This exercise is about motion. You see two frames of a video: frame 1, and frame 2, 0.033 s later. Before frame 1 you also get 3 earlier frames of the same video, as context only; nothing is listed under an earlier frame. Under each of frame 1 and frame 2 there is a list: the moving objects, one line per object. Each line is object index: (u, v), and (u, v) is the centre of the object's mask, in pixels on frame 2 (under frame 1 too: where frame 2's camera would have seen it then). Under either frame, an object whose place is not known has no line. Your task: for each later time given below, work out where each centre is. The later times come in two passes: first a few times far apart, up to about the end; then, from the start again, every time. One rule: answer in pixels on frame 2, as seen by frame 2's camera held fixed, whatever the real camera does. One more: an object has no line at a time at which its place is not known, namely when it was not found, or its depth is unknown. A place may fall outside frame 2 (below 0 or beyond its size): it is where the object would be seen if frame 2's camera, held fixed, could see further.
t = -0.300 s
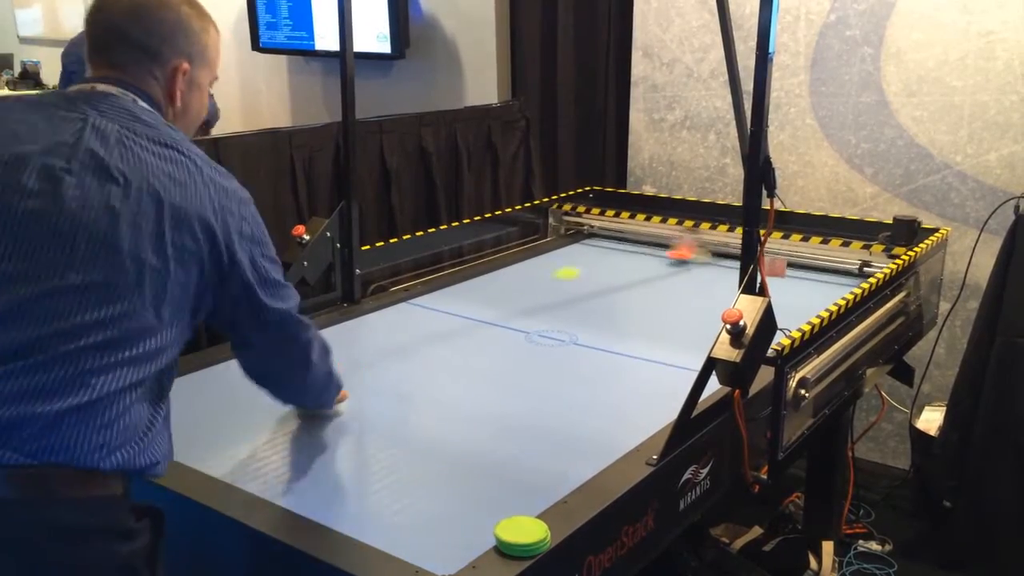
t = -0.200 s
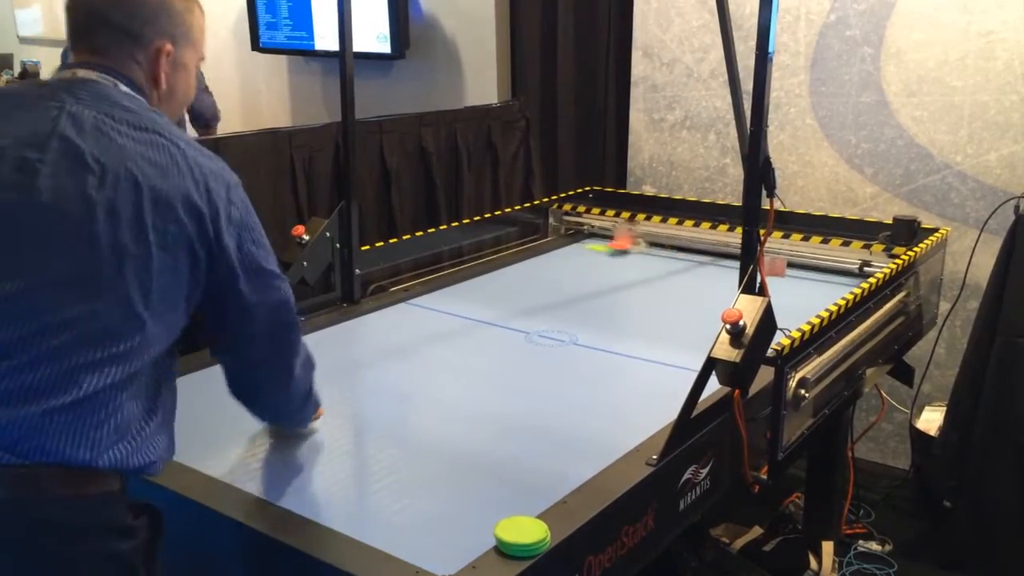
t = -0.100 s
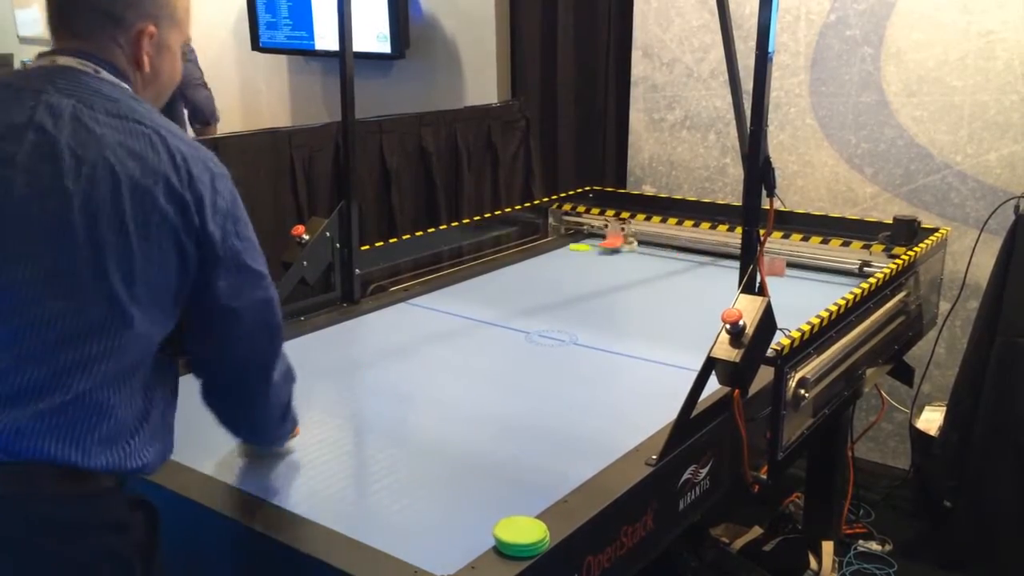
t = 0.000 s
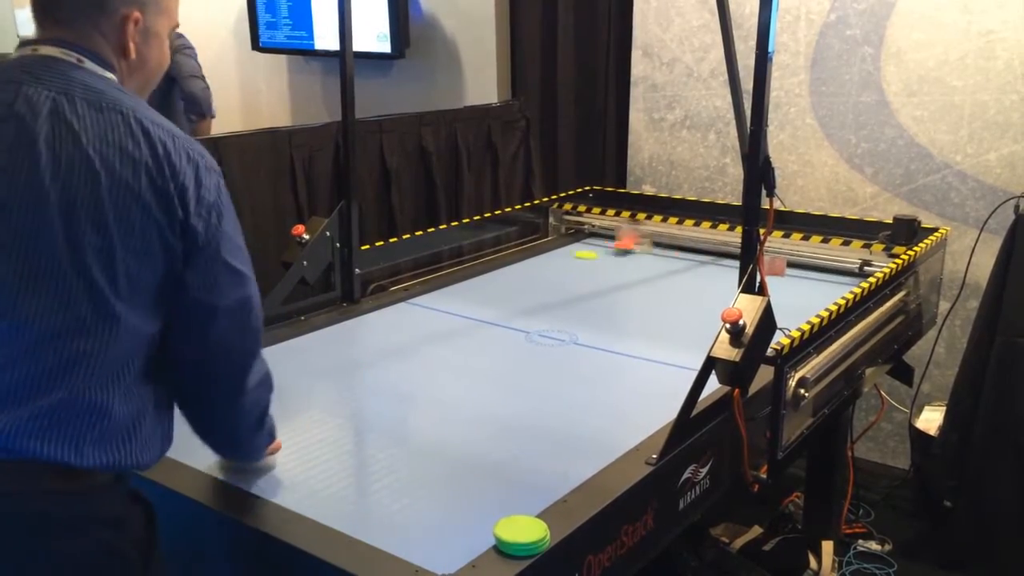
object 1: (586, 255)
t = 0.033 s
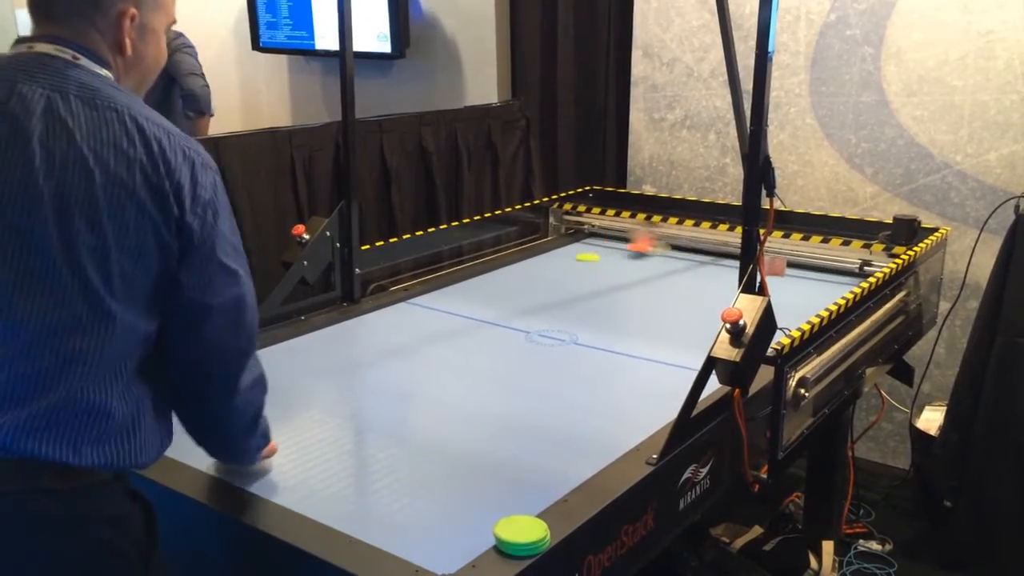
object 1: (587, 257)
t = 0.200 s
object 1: (598, 272)
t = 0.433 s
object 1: (615, 296)
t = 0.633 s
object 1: (629, 320)
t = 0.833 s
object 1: (646, 348)
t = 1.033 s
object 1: (664, 380)
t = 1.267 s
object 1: (634, 411)
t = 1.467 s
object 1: (544, 422)
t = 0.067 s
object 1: (589, 260)
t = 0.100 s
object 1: (591, 262)
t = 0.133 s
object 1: (593, 266)
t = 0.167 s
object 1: (595, 269)
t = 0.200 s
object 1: (598, 272)
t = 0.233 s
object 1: (600, 275)
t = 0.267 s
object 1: (602, 278)
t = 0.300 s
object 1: (604, 281)
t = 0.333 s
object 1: (607, 284)
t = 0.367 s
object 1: (609, 288)
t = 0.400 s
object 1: (613, 292)
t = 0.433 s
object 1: (615, 296)
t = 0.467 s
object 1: (616, 299)
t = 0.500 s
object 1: (619, 303)
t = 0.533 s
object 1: (622, 307)
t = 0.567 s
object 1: (625, 311)
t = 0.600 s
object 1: (628, 315)
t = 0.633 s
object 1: (629, 320)
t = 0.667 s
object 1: (632, 324)
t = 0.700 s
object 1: (635, 328)
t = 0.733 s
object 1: (637, 333)
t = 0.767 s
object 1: (641, 338)
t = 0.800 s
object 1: (644, 343)
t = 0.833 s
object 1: (646, 348)
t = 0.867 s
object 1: (650, 352)
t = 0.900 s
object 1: (653, 358)
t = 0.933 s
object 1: (655, 363)
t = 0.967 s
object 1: (658, 369)
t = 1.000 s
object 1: (662, 375)
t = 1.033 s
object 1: (664, 380)
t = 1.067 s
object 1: (666, 386)
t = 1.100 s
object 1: (669, 392)
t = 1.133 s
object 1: (670, 398)
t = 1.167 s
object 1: (669, 404)
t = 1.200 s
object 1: (661, 407)
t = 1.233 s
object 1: (647, 409)
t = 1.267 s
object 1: (634, 411)
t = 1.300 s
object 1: (619, 413)
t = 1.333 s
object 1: (605, 415)
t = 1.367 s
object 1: (590, 417)
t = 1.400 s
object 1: (575, 418)
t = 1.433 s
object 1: (559, 420)
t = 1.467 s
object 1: (544, 422)
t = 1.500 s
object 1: (528, 424)
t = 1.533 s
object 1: (511, 426)
